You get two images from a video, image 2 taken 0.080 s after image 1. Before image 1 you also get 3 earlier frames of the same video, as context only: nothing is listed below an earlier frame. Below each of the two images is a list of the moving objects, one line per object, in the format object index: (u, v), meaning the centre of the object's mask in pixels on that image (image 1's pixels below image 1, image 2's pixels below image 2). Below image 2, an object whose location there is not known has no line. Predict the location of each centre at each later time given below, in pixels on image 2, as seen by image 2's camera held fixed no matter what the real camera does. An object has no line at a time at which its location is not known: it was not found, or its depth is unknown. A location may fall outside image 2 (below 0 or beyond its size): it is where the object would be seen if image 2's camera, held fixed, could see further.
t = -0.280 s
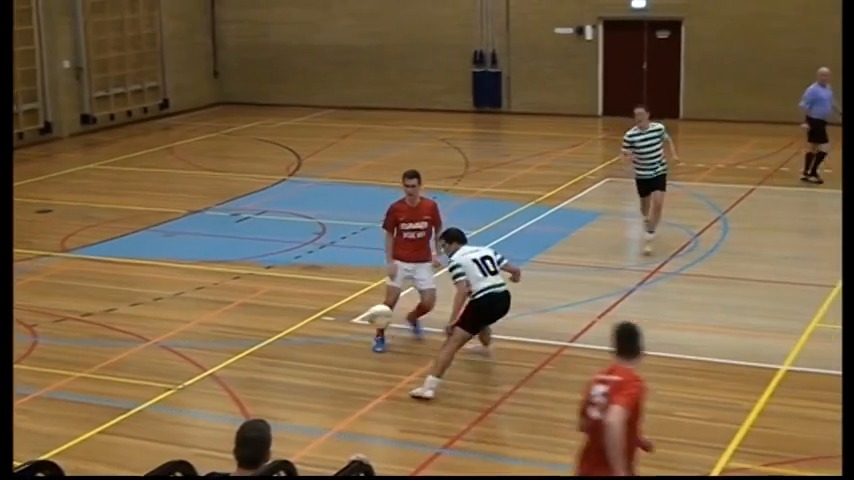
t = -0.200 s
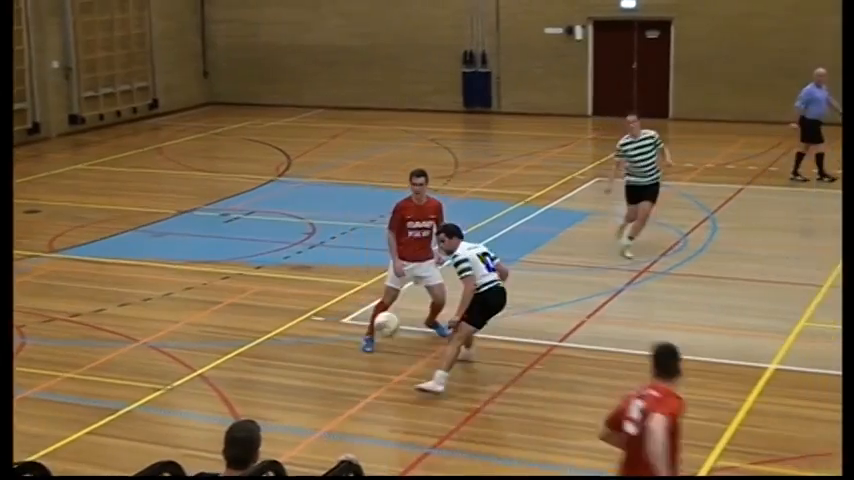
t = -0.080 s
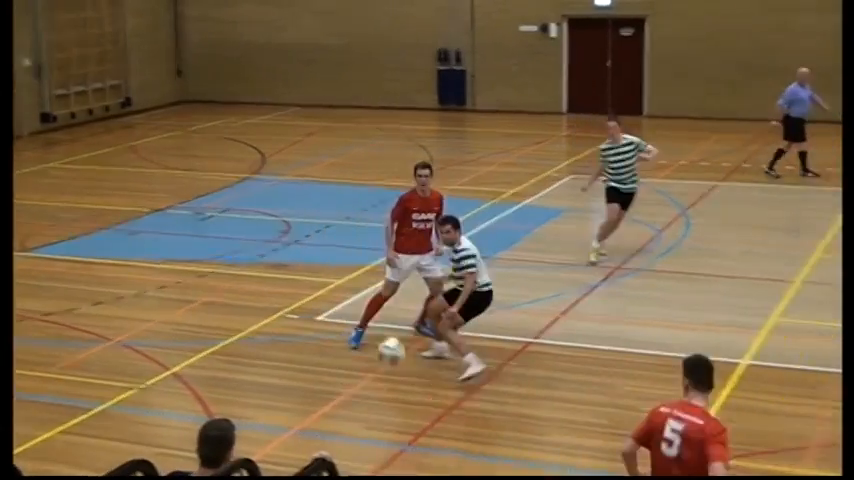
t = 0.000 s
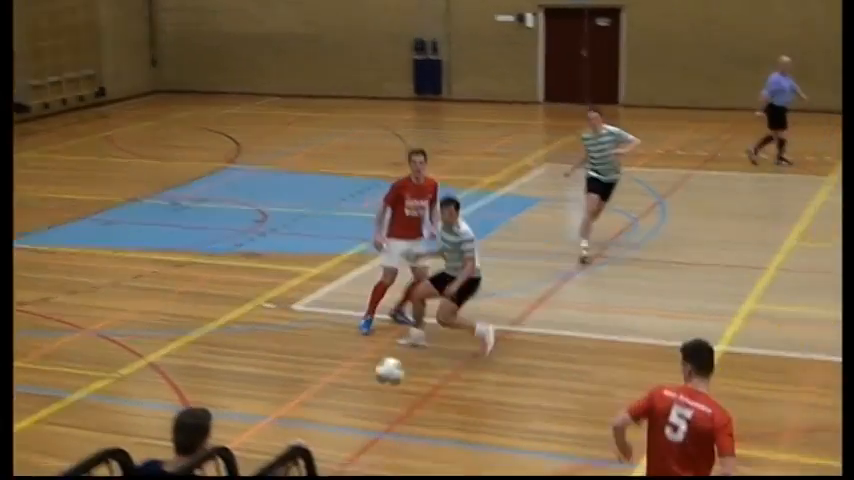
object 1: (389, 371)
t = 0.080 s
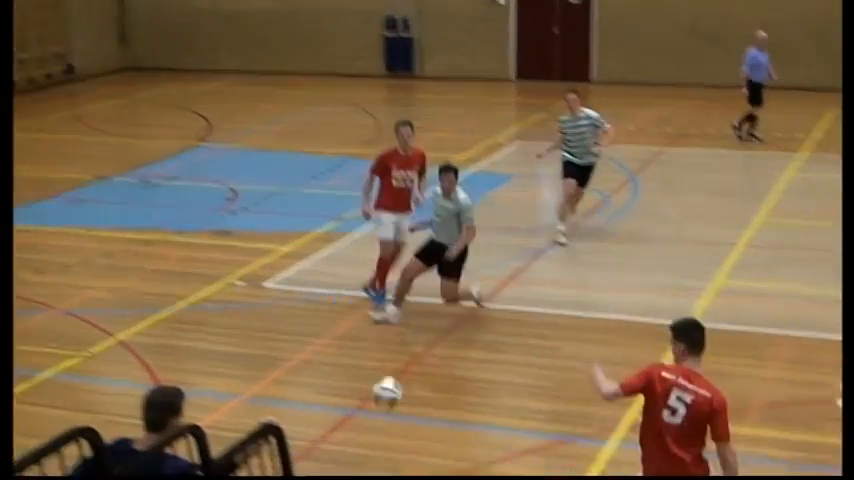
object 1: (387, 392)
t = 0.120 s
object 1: (399, 416)
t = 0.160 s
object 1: (412, 448)
